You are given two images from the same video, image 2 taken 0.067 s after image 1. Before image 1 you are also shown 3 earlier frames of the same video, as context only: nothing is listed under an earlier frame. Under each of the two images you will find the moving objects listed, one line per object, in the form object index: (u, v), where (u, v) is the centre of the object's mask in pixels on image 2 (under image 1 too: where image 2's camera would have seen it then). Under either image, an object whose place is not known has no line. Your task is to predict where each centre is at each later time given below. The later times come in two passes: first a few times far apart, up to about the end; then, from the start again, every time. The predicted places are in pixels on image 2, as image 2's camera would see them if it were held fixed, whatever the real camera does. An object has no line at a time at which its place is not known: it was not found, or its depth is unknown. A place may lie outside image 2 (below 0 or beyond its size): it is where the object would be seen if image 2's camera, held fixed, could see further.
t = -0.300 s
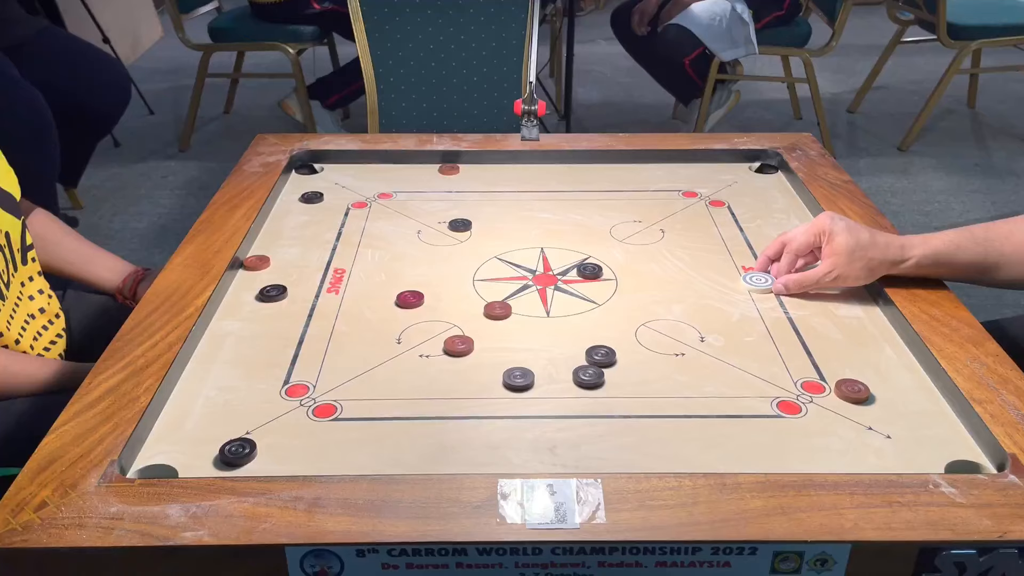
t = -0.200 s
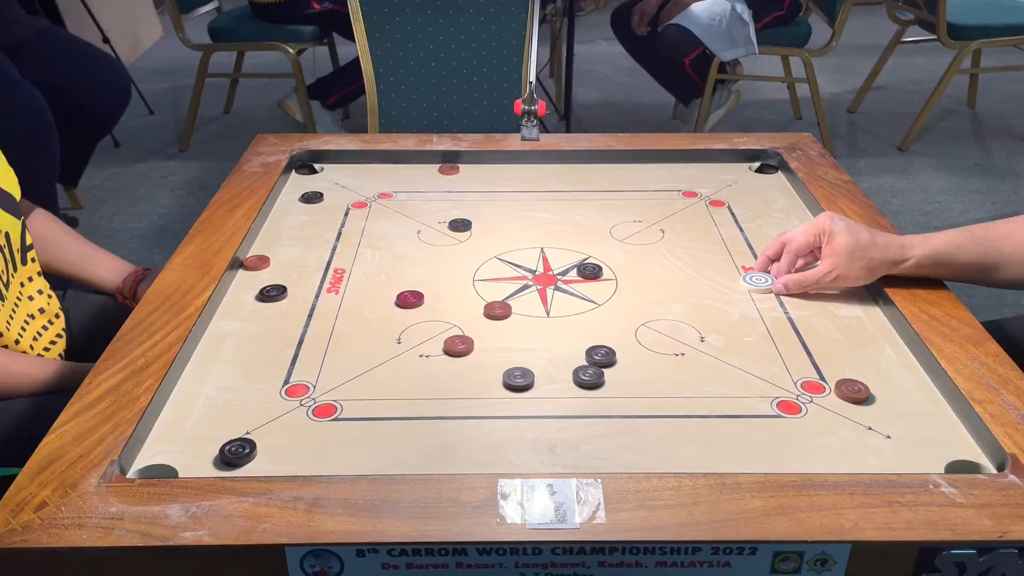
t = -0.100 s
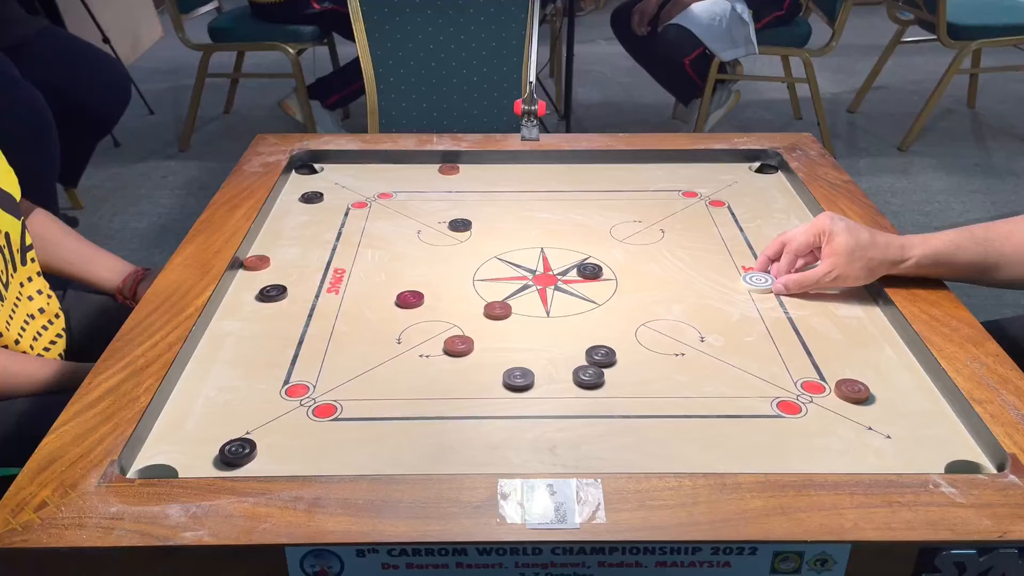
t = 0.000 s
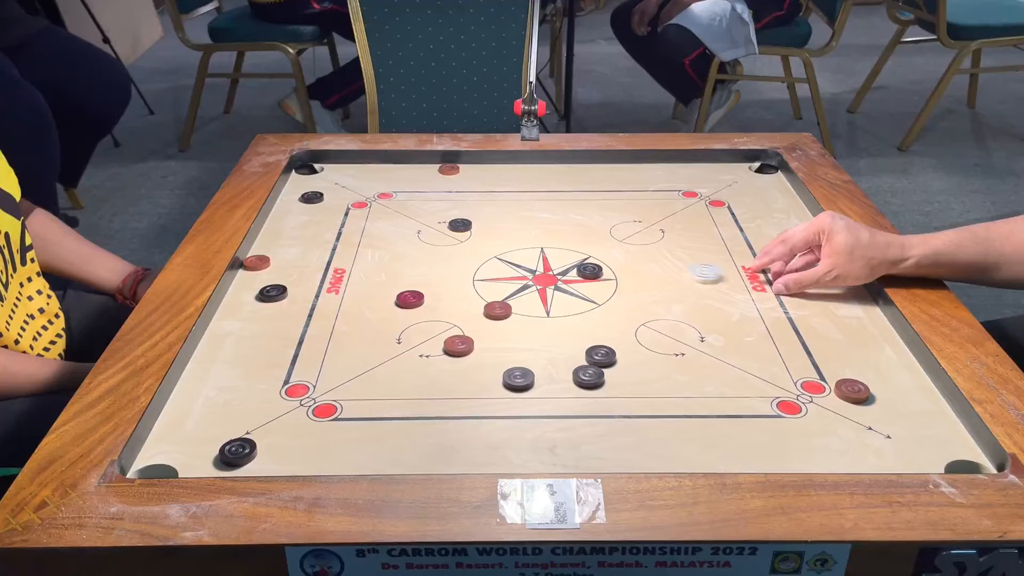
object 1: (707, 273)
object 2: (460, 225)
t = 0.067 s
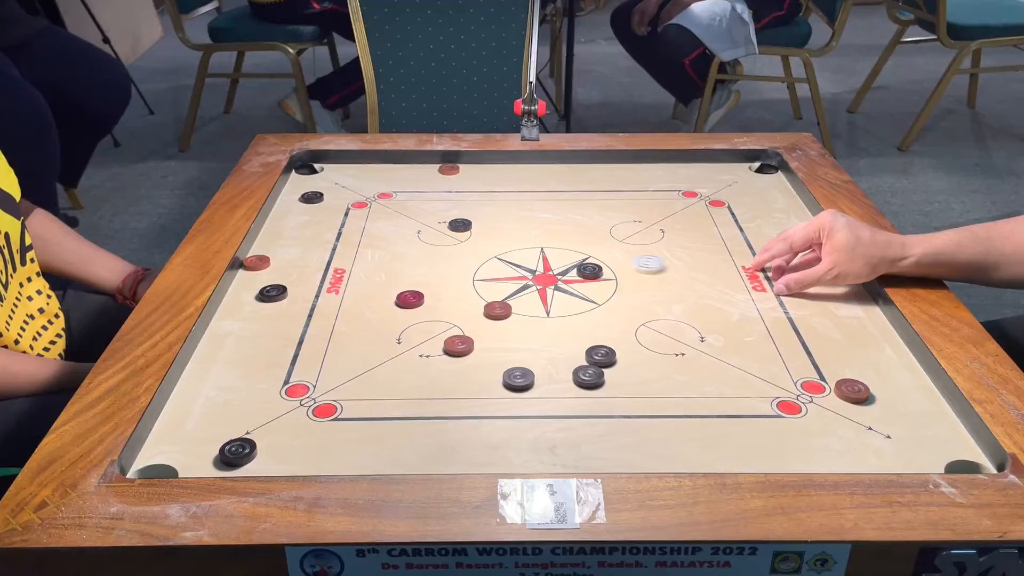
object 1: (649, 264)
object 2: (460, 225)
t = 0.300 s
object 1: (486, 236)
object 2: (460, 225)
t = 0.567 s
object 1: (388, 231)
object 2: (379, 185)
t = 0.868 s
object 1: (339, 229)
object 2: (320, 172)
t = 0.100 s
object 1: (624, 259)
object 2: (460, 225)
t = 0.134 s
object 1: (598, 254)
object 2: (460, 225)
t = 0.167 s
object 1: (573, 251)
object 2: (460, 225)
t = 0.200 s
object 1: (550, 247)
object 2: (460, 225)
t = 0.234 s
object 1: (528, 244)
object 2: (460, 225)
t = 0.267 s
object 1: (507, 240)
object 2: (460, 225)
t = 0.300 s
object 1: (486, 236)
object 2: (460, 225)
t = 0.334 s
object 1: (469, 234)
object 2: (454, 222)
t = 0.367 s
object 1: (455, 233)
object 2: (441, 216)
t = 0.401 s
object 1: (443, 233)
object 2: (429, 210)
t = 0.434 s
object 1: (430, 232)
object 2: (418, 204)
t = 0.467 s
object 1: (418, 232)
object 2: (408, 199)
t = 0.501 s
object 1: (408, 231)
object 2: (398, 194)
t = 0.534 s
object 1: (397, 231)
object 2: (388, 189)
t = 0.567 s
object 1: (388, 231)
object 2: (379, 185)
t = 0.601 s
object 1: (379, 230)
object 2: (371, 180)
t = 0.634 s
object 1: (372, 230)
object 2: (363, 177)
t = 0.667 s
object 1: (365, 230)
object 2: (355, 173)
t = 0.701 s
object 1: (358, 229)
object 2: (348, 170)
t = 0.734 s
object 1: (353, 229)
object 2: (341, 167)
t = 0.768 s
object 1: (348, 229)
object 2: (335, 168)
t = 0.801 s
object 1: (344, 229)
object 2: (330, 169)
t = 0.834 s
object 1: (341, 229)
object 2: (325, 170)
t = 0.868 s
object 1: (339, 229)
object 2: (320, 172)
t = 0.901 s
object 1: (338, 229)
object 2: (316, 173)
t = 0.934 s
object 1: (337, 229)
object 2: (311, 174)
